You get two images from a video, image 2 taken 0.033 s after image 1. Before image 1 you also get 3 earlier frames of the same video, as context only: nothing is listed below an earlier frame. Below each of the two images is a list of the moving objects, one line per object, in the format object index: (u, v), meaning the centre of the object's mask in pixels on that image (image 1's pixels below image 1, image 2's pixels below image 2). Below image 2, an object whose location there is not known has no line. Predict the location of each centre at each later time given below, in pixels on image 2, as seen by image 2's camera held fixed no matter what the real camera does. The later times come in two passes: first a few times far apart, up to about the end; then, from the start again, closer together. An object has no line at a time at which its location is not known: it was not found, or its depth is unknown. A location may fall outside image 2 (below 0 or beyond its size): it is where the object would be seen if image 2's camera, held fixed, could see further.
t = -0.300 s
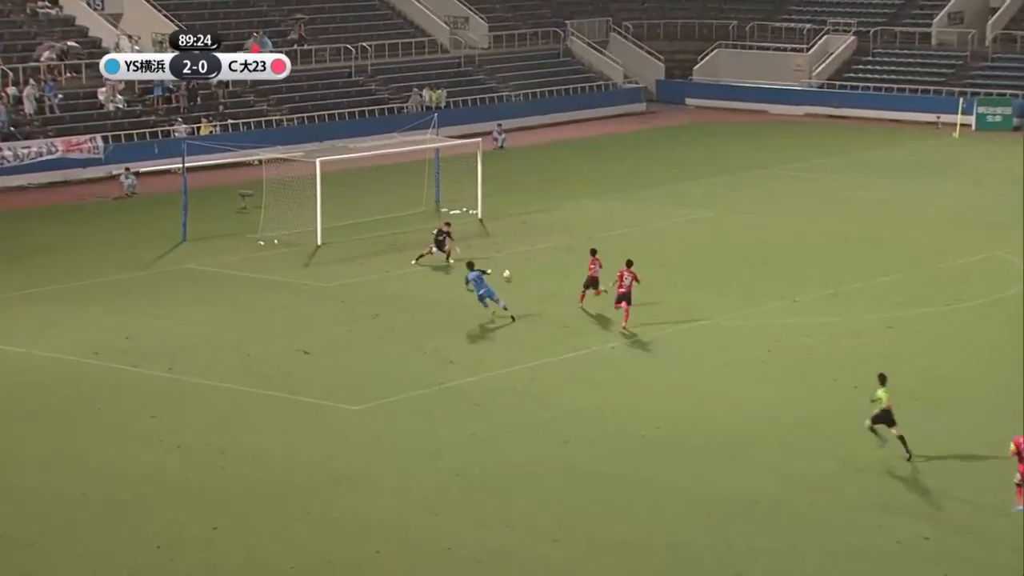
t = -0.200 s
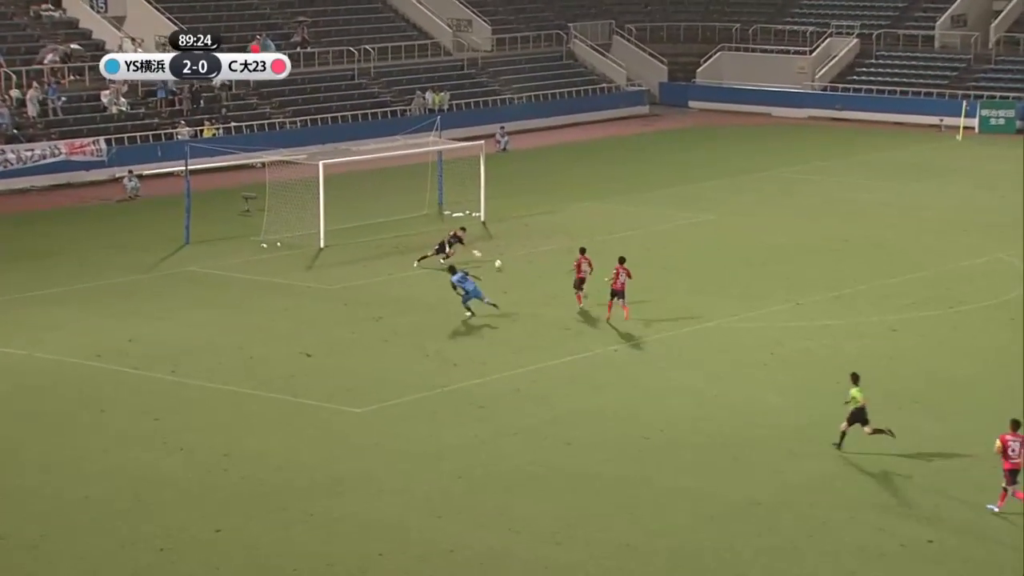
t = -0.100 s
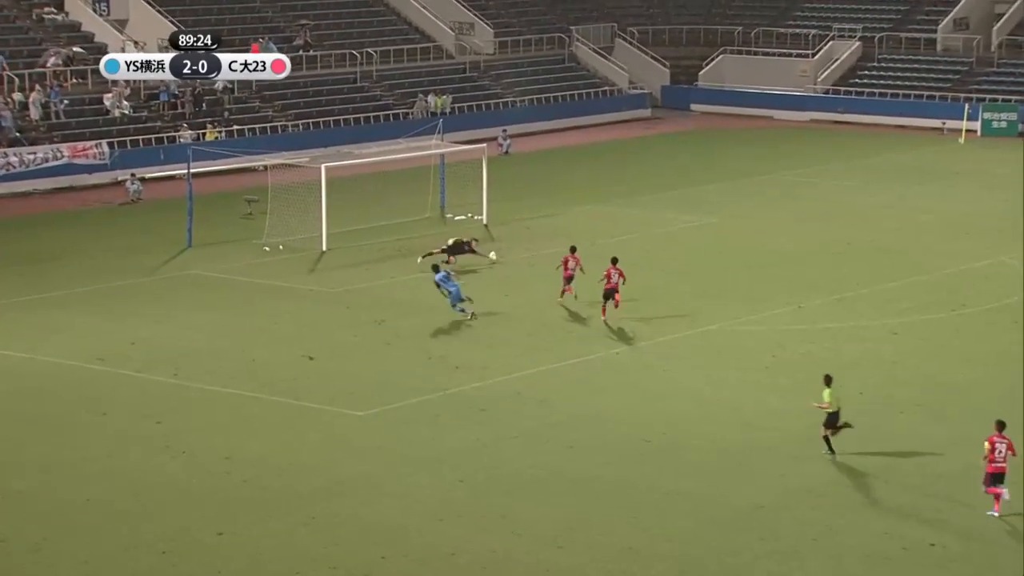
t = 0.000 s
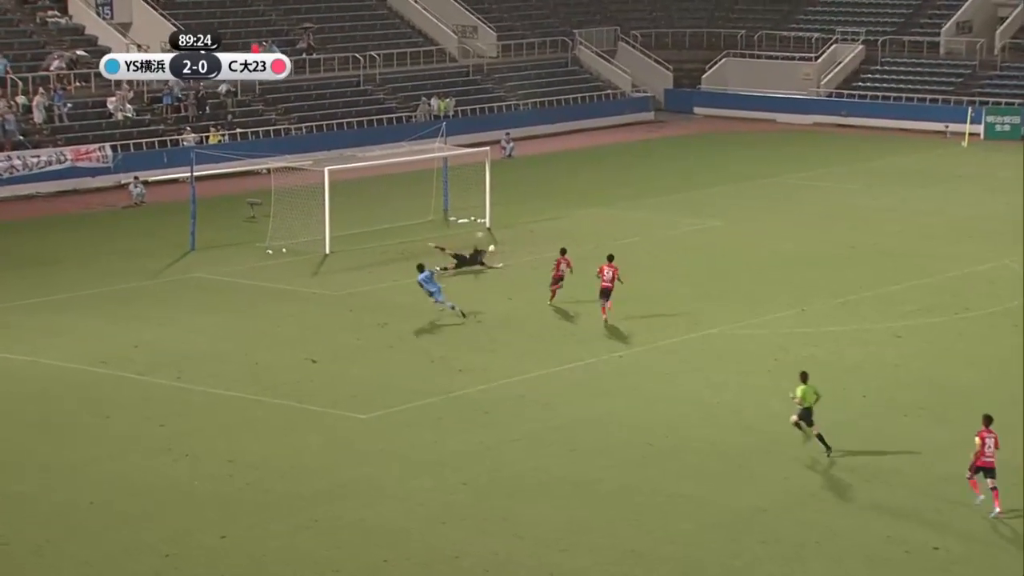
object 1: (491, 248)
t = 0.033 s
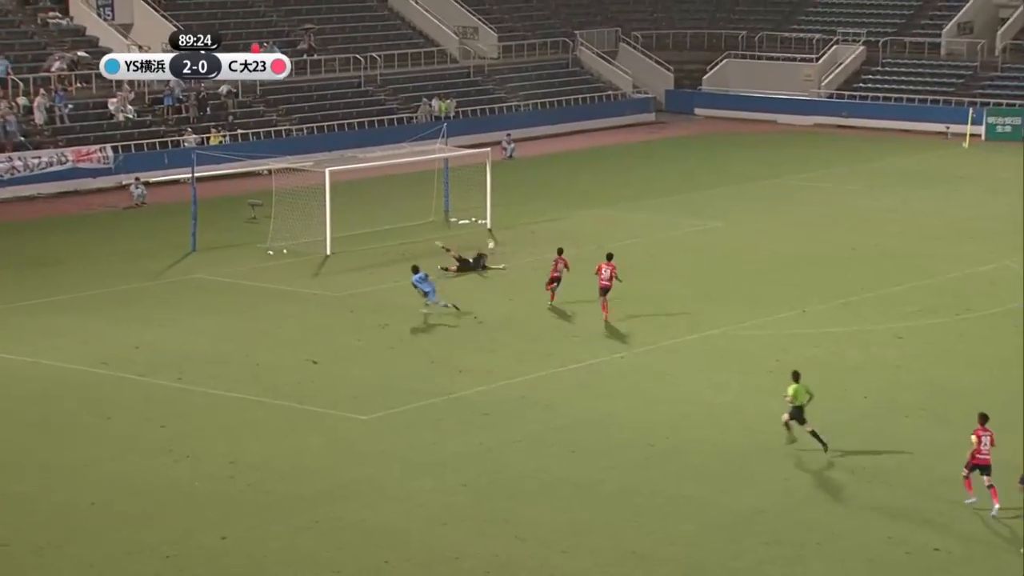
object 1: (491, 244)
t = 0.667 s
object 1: (444, 199)
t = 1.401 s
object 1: (376, 198)
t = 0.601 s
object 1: (456, 205)
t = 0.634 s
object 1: (451, 202)
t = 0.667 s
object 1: (444, 199)
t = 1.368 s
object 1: (379, 195)
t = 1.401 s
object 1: (376, 198)
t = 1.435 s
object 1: (373, 202)
